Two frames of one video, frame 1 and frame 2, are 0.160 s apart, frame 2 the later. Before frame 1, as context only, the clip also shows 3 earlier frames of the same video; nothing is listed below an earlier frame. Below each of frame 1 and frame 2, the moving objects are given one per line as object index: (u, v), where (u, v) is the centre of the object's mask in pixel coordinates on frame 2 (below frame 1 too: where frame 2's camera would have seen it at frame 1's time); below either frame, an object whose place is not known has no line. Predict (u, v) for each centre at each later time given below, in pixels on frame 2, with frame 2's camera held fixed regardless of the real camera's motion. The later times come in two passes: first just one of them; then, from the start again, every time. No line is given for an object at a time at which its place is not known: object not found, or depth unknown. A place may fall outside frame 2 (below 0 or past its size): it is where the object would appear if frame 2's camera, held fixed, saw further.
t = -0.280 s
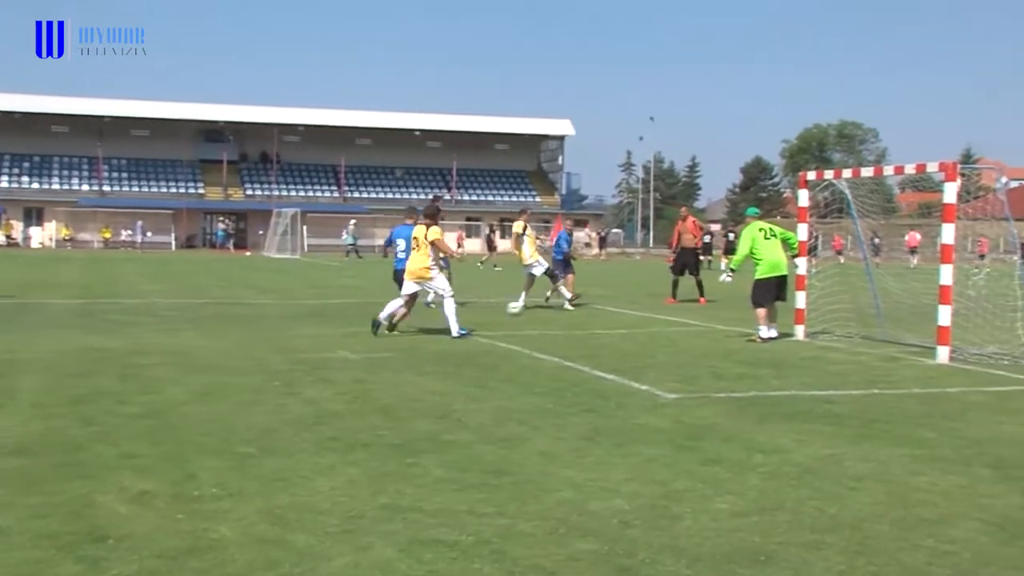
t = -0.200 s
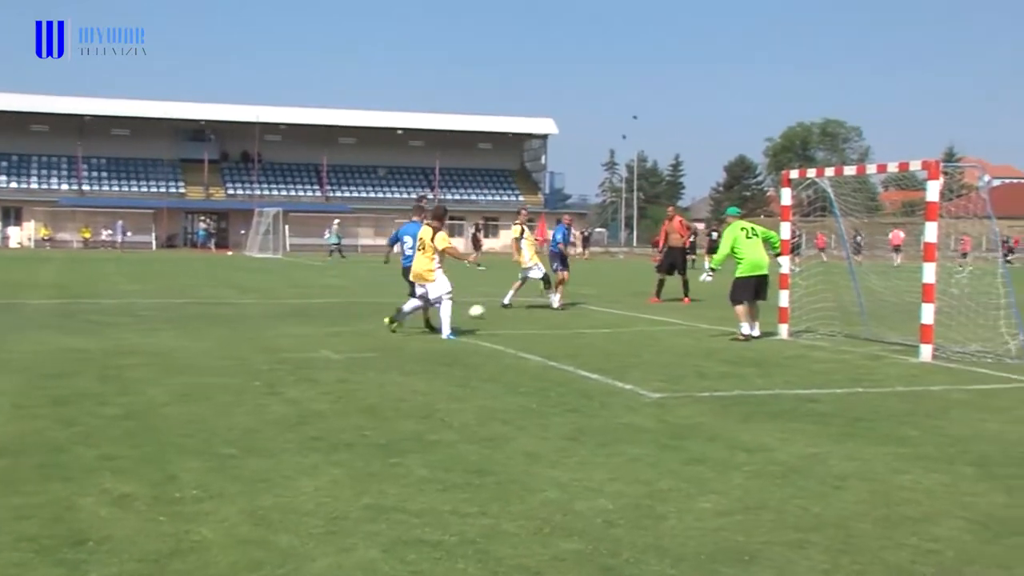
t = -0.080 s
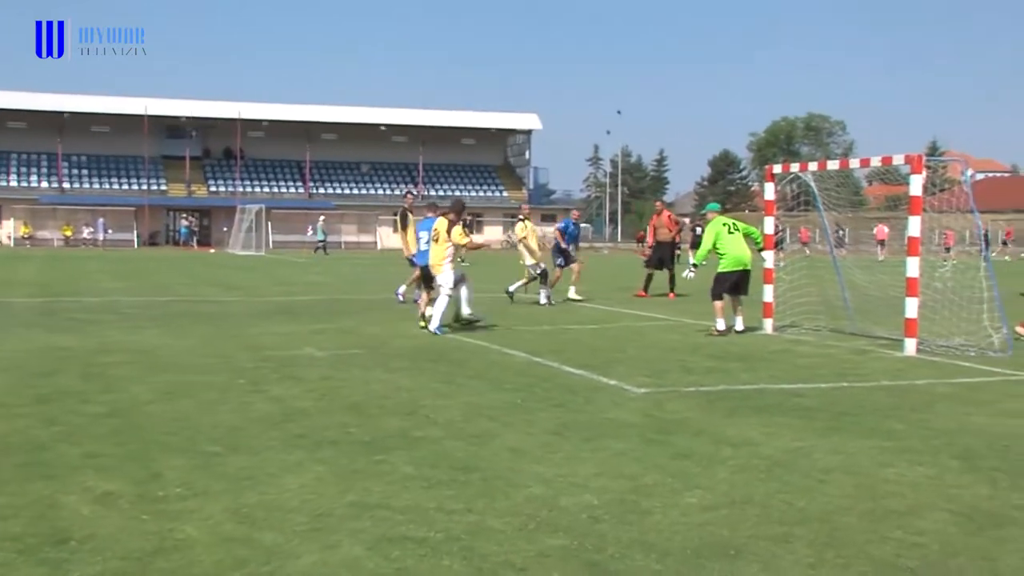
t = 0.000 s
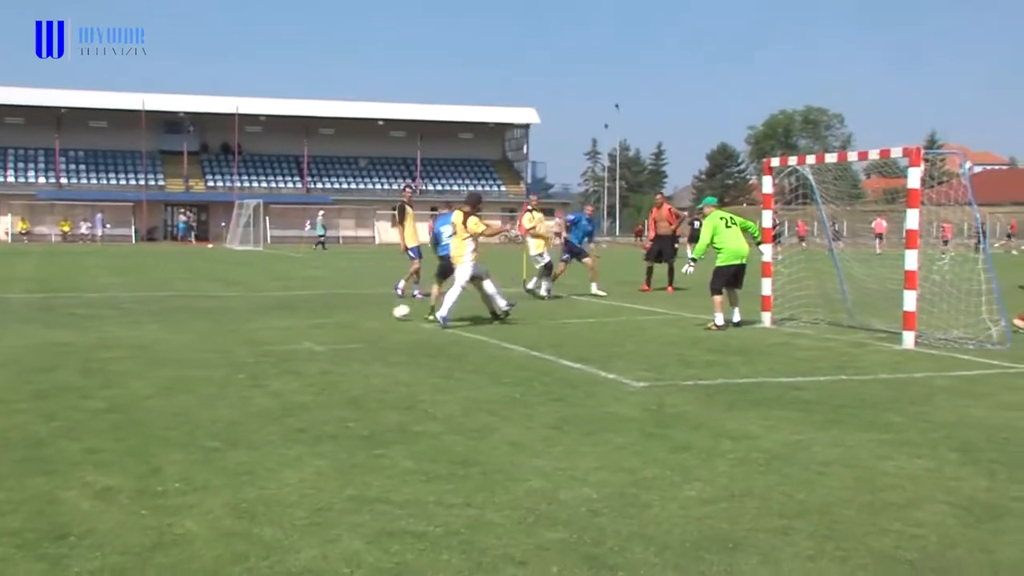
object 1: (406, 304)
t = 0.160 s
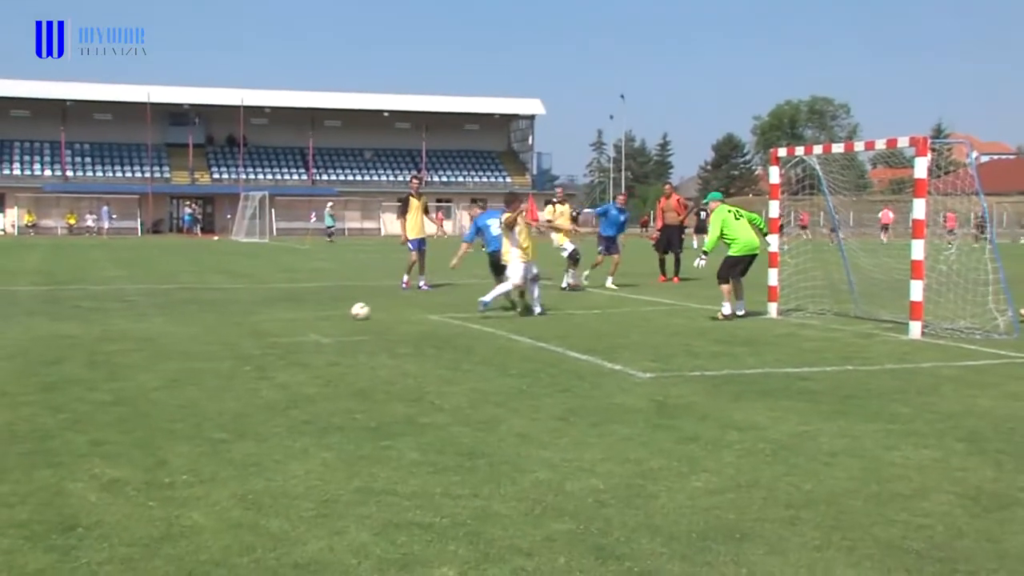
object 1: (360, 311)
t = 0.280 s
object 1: (326, 314)
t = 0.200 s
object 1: (349, 312)
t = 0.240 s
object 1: (337, 314)
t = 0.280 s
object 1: (326, 314)
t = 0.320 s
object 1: (314, 315)
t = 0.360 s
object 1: (303, 316)
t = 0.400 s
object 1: (293, 317)
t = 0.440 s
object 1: (281, 319)
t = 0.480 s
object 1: (271, 320)
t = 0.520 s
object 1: (261, 321)
